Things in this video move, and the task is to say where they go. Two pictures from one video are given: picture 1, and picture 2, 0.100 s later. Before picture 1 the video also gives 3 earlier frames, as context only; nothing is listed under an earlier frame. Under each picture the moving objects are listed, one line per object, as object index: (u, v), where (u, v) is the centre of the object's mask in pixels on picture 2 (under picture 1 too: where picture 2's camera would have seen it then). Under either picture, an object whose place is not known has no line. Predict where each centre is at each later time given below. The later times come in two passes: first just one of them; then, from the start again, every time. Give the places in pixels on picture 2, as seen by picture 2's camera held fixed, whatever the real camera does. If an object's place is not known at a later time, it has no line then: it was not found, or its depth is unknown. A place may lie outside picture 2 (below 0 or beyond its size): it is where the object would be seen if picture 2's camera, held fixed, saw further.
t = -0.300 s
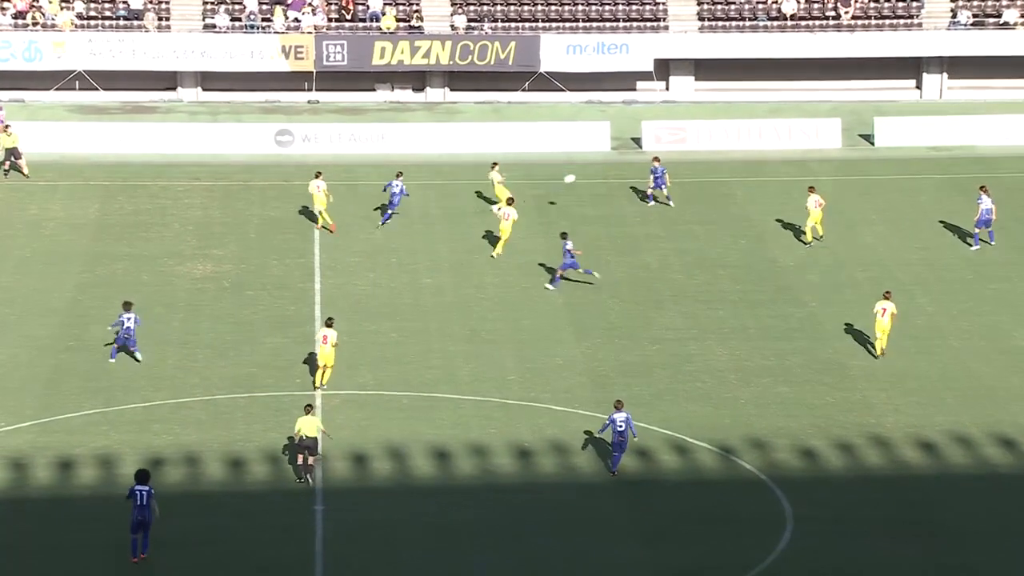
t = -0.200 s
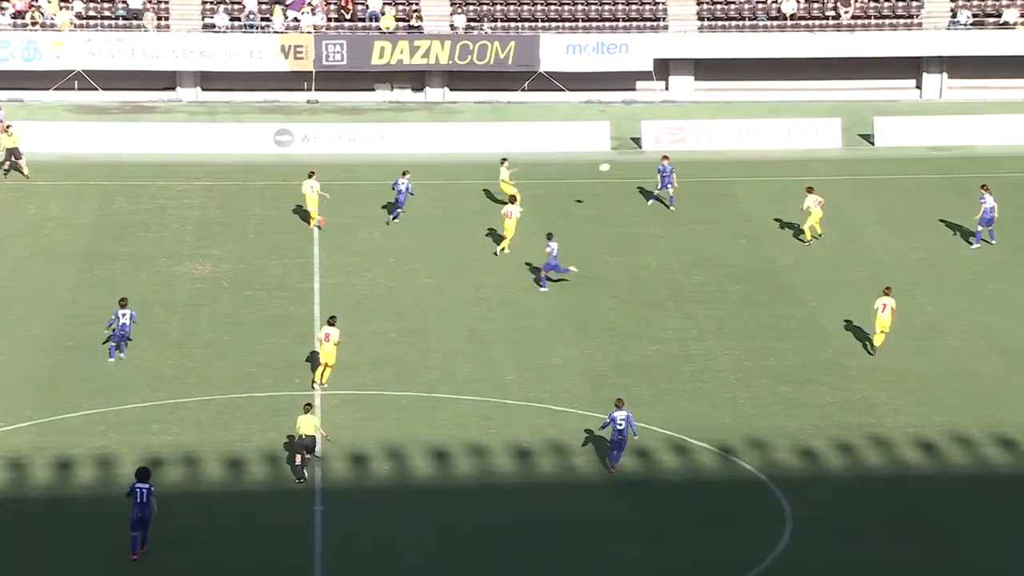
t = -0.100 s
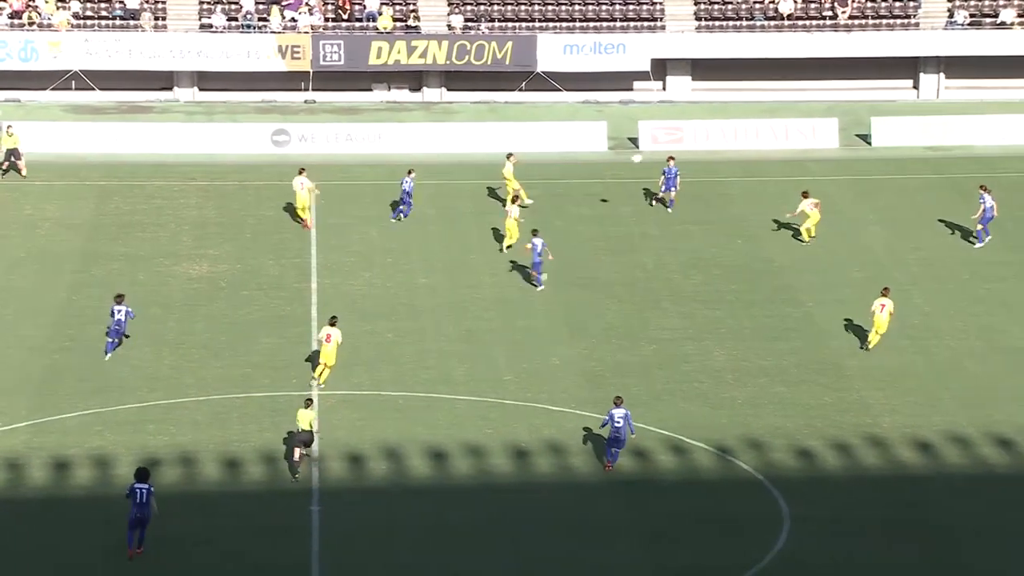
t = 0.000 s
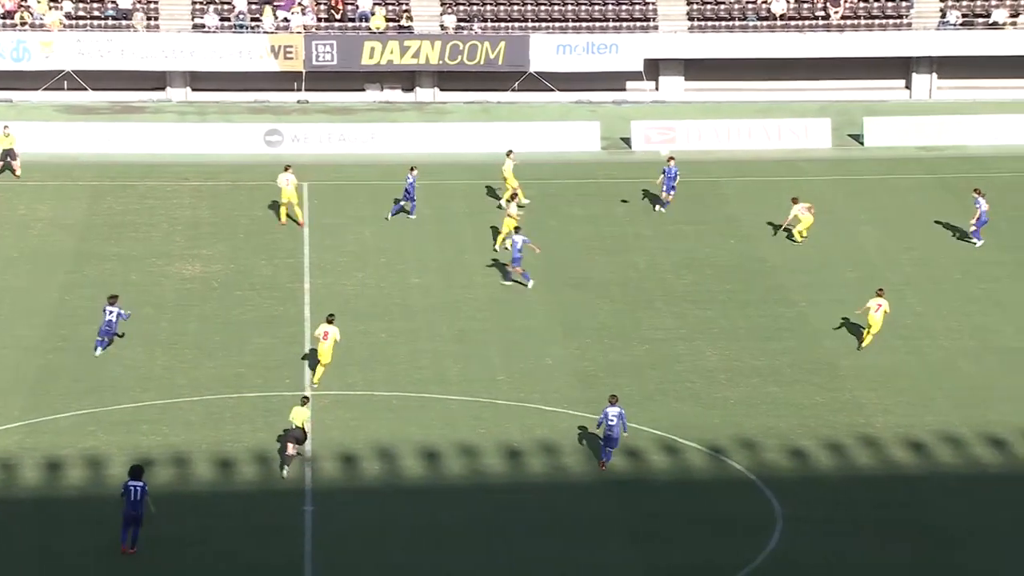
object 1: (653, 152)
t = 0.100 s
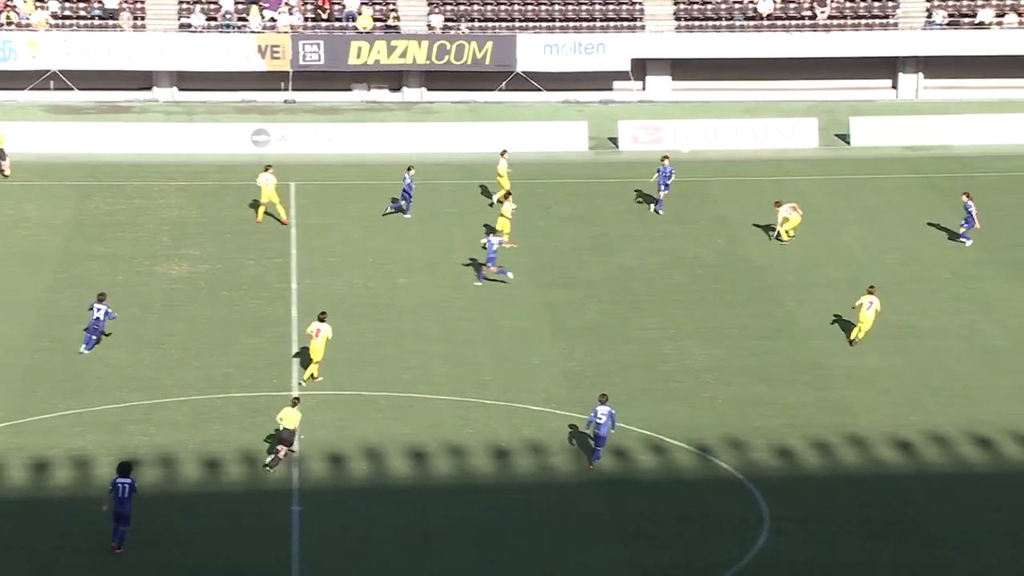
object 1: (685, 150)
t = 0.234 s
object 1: (728, 150)
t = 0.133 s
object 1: (696, 150)
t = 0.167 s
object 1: (706, 150)
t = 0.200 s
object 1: (717, 151)
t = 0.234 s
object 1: (728, 150)
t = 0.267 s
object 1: (737, 151)
